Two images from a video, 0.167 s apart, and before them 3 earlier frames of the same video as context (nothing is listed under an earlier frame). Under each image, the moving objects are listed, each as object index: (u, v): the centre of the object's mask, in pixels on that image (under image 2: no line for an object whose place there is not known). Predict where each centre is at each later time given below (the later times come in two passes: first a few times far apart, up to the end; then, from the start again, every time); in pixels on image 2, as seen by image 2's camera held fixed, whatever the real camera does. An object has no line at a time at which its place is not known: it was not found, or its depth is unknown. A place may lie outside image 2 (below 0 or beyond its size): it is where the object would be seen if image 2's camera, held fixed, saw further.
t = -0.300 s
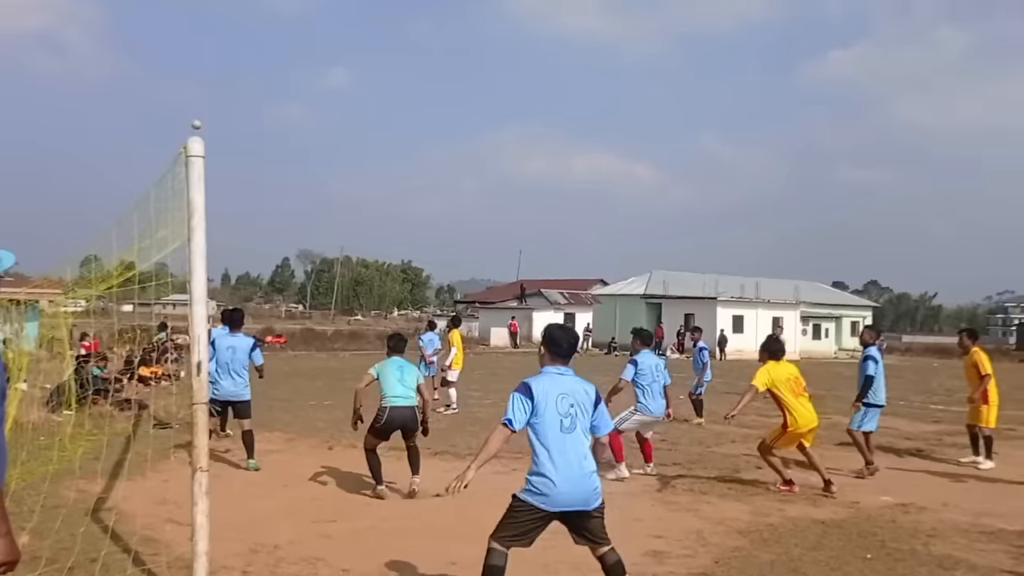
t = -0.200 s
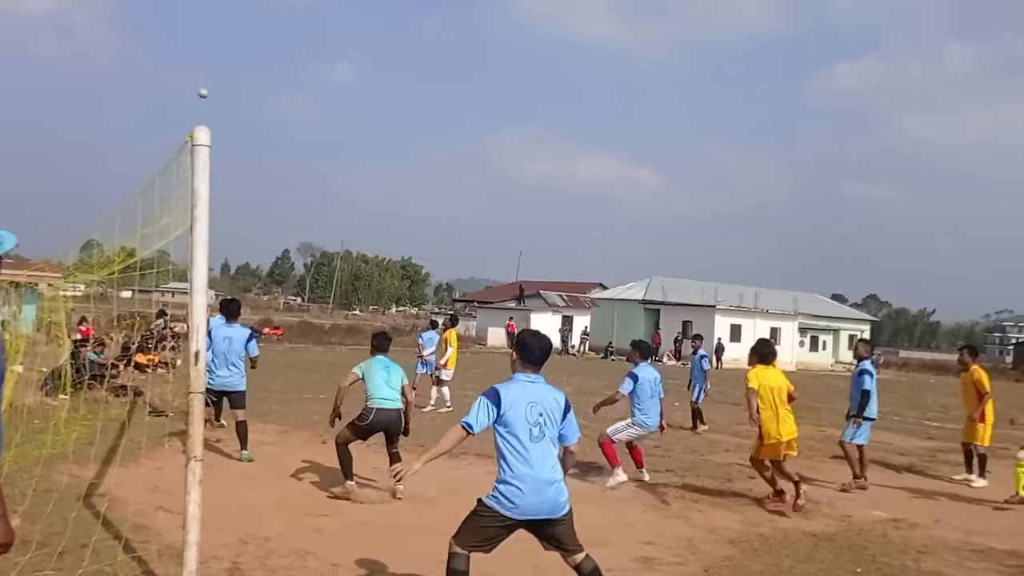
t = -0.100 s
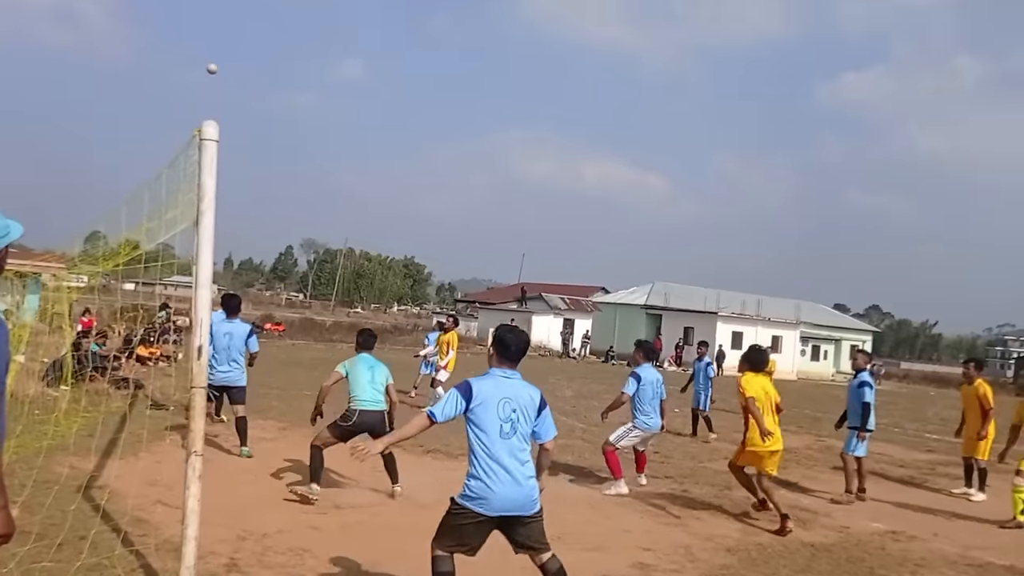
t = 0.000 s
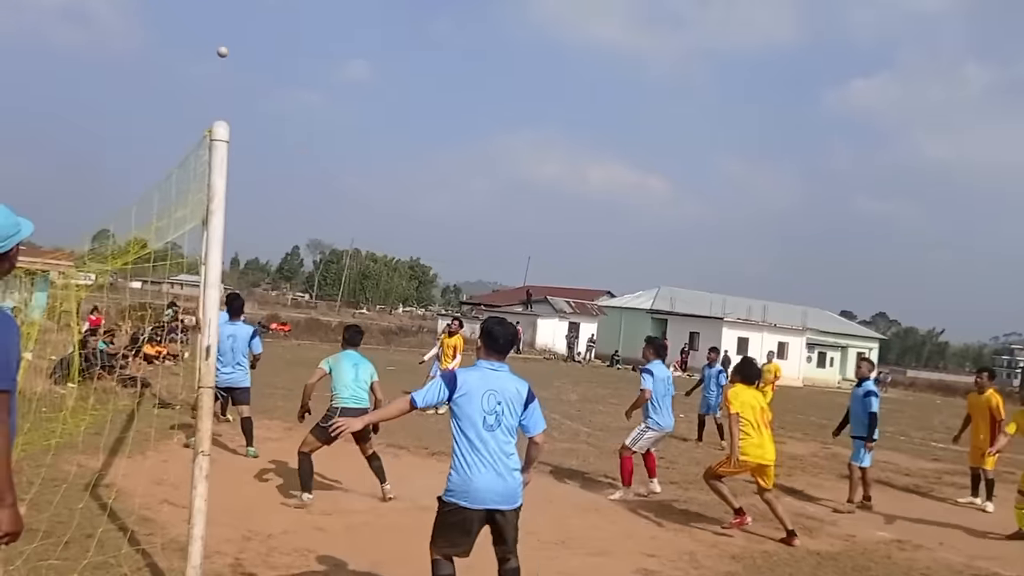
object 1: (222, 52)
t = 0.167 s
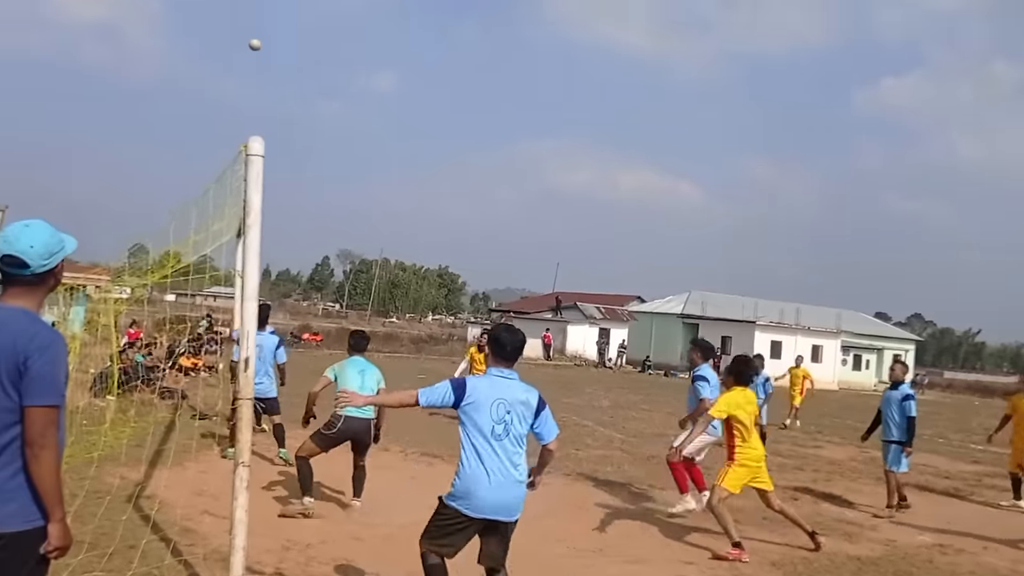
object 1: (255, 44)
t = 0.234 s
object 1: (254, 38)
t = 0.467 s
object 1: (254, 26)
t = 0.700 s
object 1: (257, 46)
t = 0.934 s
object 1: (265, 117)
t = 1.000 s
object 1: (273, 151)
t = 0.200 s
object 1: (254, 41)
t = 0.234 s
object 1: (254, 38)
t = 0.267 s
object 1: (254, 34)
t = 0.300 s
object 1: (253, 32)
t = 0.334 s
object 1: (253, 30)
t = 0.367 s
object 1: (254, 28)
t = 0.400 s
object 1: (253, 27)
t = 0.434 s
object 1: (253, 26)
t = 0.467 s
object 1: (254, 26)
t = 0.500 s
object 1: (253, 27)
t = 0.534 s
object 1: (254, 28)
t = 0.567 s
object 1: (254, 30)
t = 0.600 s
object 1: (255, 33)
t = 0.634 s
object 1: (256, 37)
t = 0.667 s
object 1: (257, 40)
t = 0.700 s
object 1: (257, 46)
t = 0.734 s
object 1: (258, 52)
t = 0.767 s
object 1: (258, 59)
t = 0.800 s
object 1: (259, 68)
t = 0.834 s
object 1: (261, 77)
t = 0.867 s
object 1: (262, 89)
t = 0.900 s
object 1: (263, 102)
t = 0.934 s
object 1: (265, 117)
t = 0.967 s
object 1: (268, 131)
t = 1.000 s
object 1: (273, 151)
